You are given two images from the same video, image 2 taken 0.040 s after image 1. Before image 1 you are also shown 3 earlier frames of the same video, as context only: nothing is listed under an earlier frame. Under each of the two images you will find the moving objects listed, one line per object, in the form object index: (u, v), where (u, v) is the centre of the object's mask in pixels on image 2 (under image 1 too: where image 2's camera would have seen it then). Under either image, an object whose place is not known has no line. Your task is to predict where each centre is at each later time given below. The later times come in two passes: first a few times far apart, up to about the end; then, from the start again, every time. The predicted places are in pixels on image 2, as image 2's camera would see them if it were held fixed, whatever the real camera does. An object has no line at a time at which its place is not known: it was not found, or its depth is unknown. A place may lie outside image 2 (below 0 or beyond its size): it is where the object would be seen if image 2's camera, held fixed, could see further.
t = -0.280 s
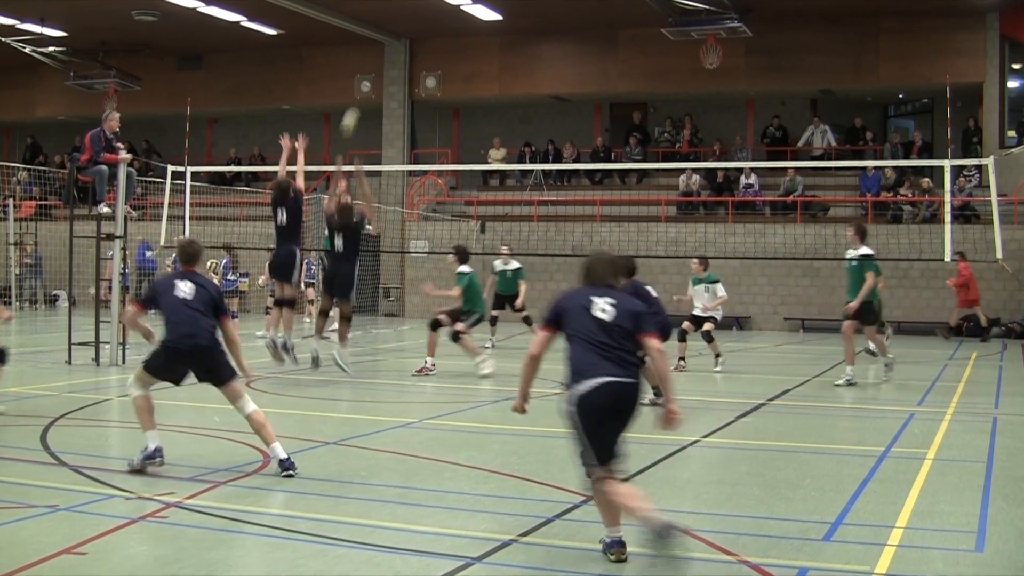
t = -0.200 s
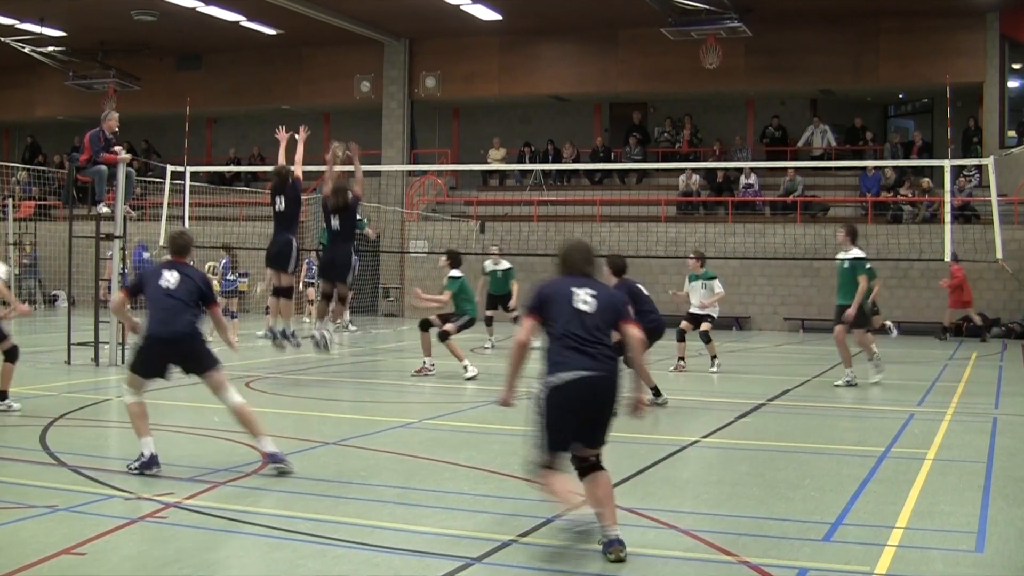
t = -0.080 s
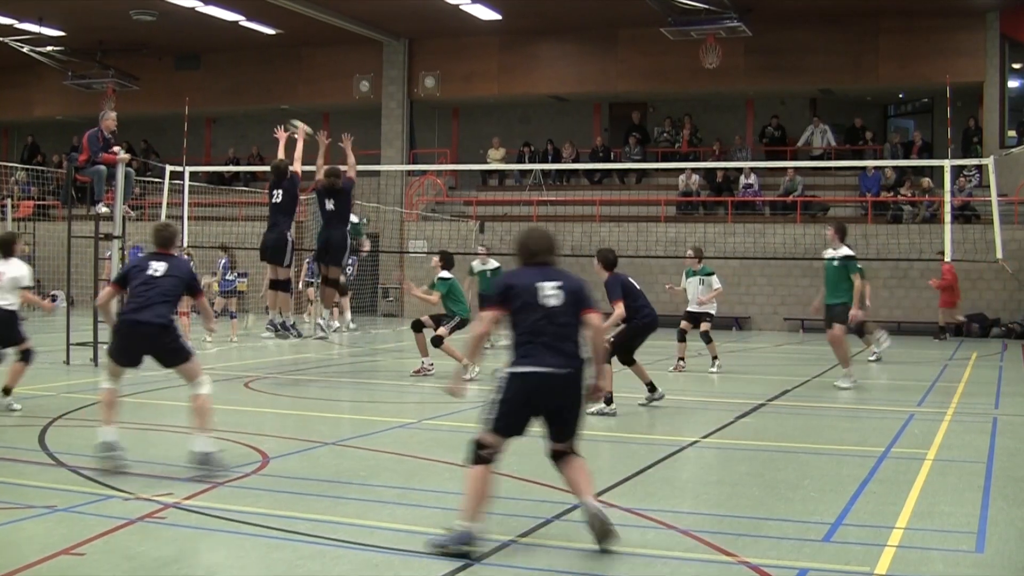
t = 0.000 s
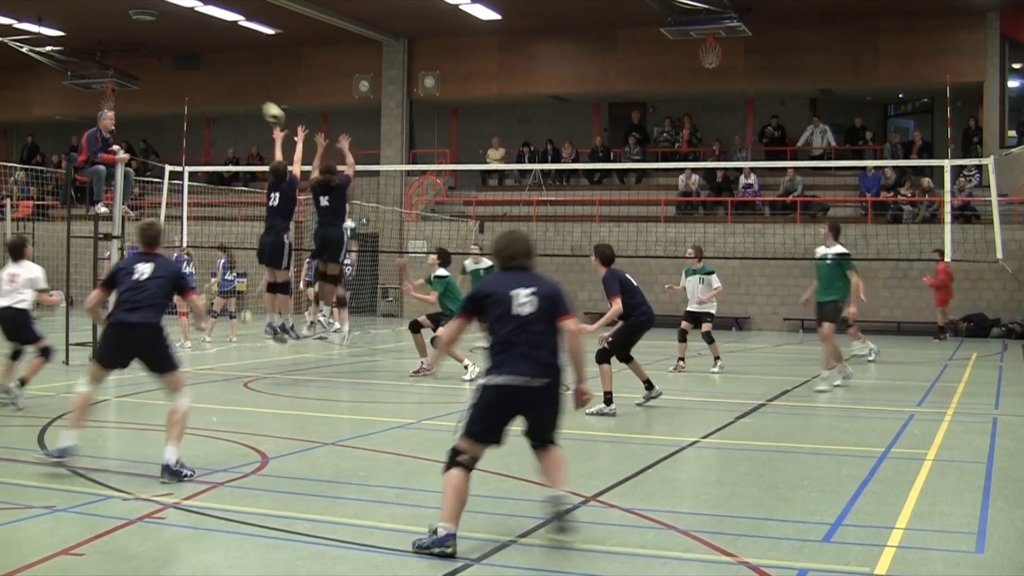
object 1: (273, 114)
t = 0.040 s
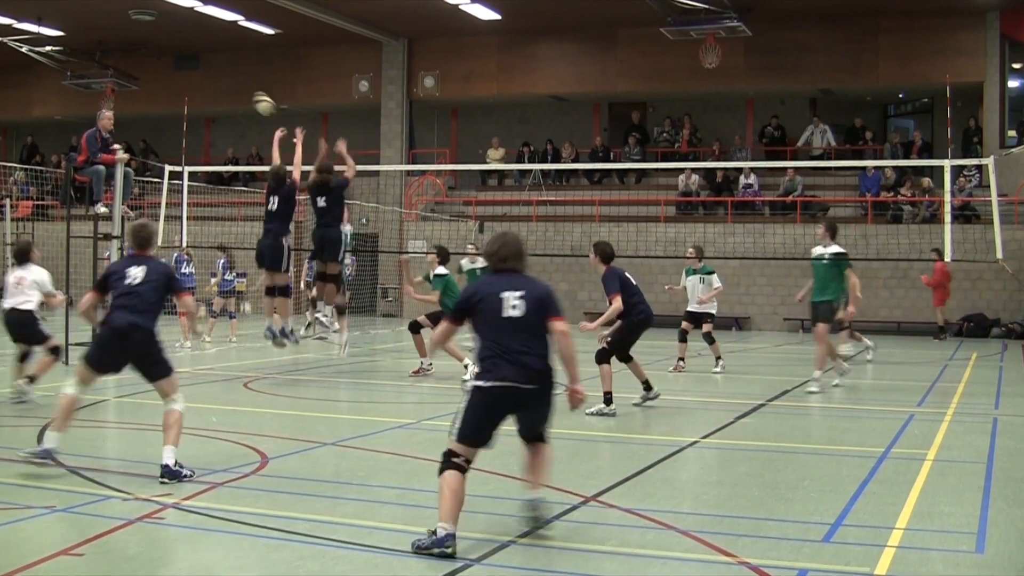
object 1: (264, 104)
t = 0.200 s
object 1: (226, 77)
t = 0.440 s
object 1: (163, 78)
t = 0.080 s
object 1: (254, 96)
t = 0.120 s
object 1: (245, 88)
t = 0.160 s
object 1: (235, 82)
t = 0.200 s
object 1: (226, 77)
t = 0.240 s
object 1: (216, 73)
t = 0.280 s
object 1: (206, 71)
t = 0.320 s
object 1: (195, 70)
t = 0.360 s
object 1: (185, 71)
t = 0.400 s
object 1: (175, 74)
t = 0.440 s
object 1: (163, 78)
